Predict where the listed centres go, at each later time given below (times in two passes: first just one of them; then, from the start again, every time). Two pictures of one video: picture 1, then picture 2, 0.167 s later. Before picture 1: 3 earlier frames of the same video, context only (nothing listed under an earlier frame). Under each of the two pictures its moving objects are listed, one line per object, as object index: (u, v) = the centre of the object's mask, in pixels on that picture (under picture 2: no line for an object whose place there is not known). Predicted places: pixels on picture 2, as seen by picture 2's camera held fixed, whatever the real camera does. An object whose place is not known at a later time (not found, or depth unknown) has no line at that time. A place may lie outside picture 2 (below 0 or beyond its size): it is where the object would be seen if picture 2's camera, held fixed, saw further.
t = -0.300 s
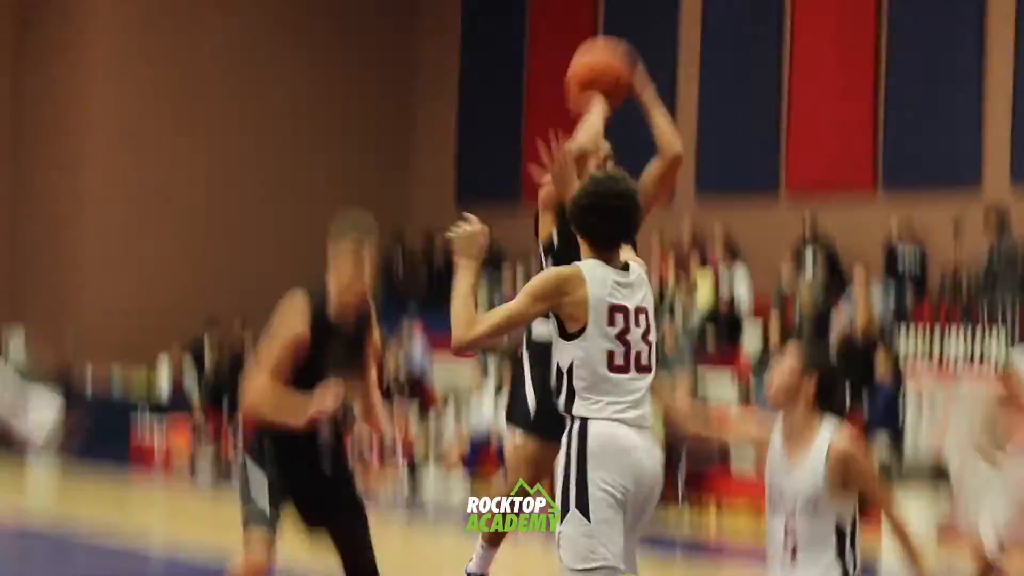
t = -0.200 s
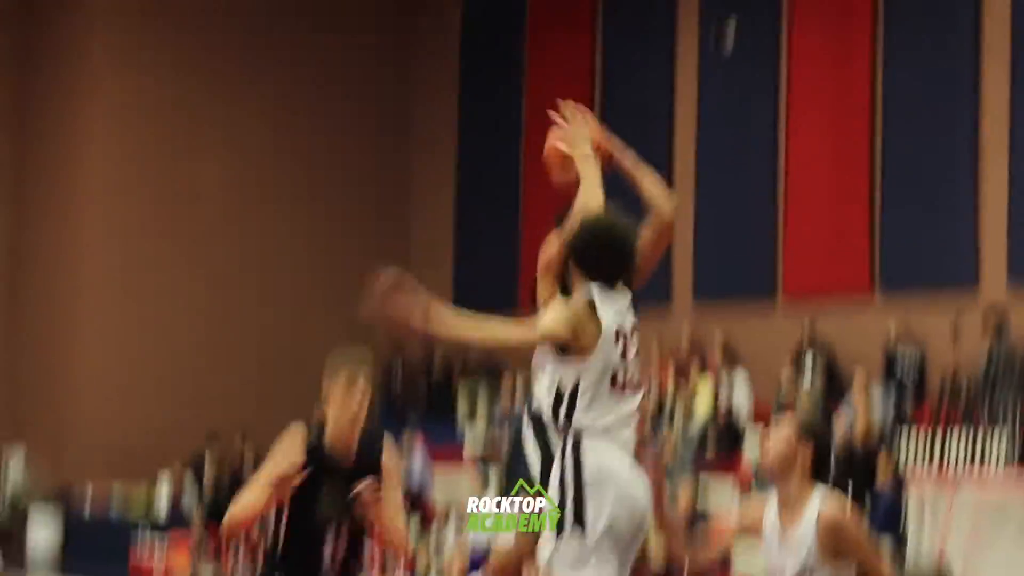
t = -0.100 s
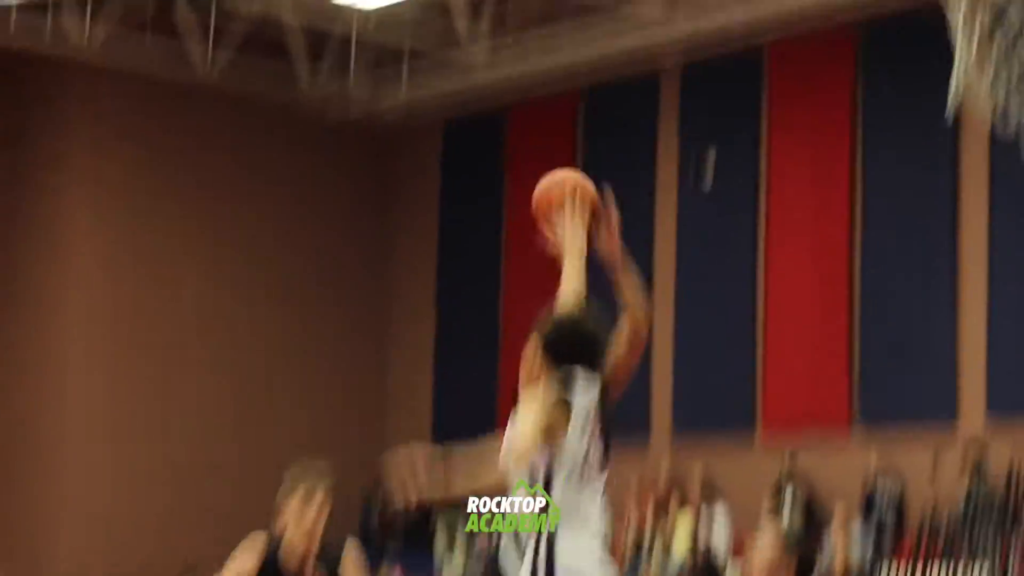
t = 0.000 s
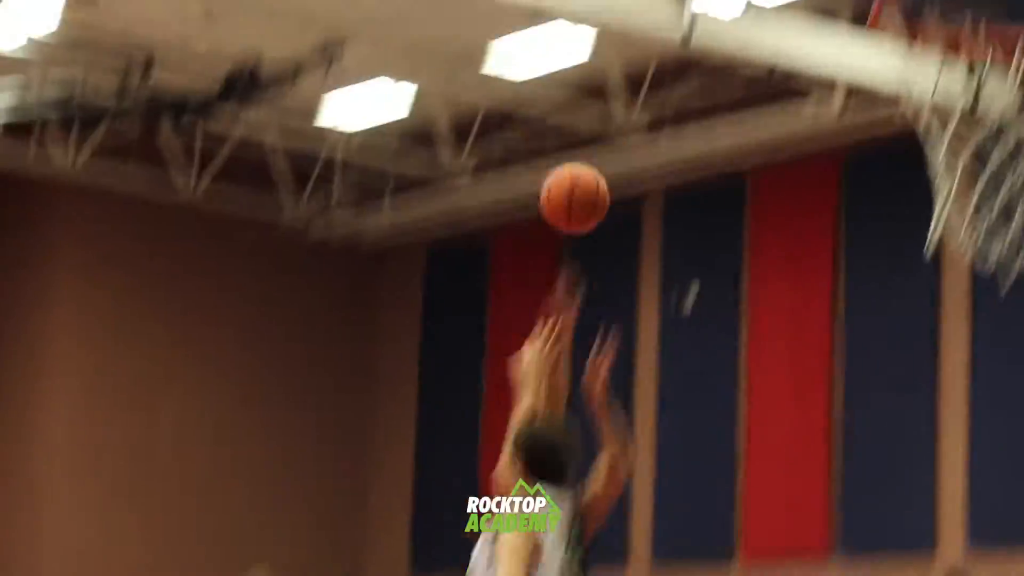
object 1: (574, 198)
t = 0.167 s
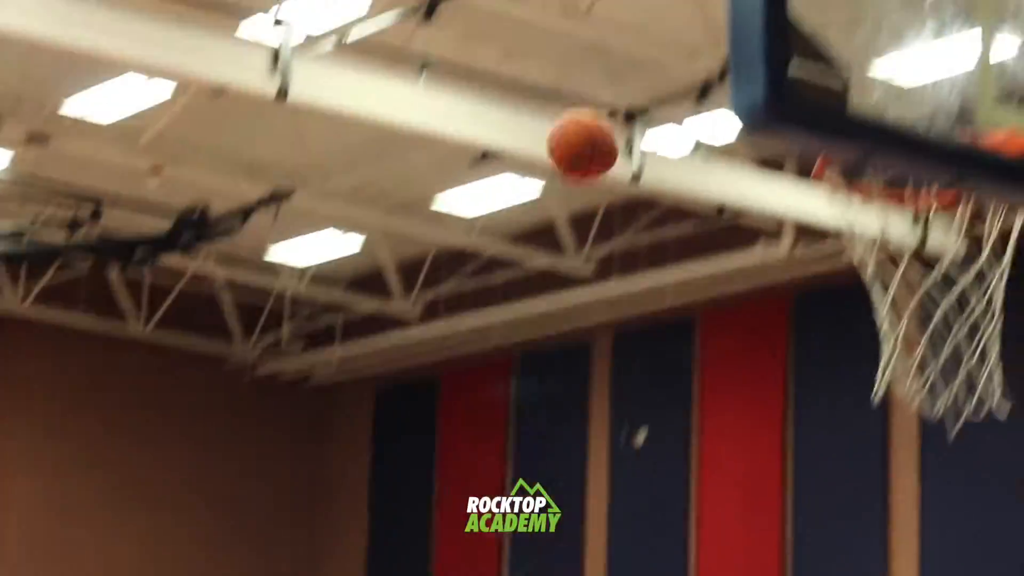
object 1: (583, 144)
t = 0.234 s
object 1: (607, 86)
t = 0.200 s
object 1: (596, 112)
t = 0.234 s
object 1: (607, 86)
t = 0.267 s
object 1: (619, 57)
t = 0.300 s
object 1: (633, 32)
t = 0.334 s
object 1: (647, 9)
